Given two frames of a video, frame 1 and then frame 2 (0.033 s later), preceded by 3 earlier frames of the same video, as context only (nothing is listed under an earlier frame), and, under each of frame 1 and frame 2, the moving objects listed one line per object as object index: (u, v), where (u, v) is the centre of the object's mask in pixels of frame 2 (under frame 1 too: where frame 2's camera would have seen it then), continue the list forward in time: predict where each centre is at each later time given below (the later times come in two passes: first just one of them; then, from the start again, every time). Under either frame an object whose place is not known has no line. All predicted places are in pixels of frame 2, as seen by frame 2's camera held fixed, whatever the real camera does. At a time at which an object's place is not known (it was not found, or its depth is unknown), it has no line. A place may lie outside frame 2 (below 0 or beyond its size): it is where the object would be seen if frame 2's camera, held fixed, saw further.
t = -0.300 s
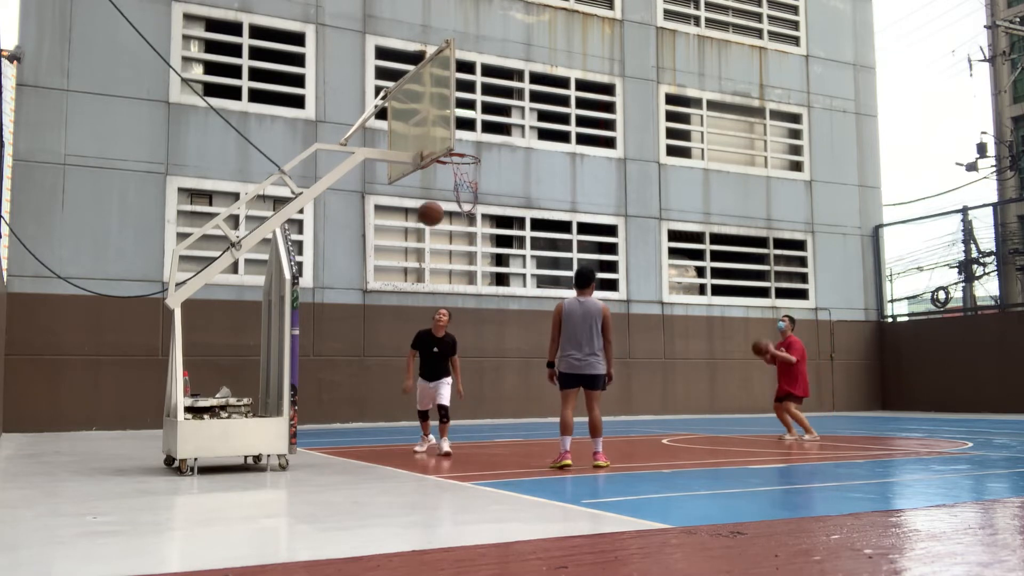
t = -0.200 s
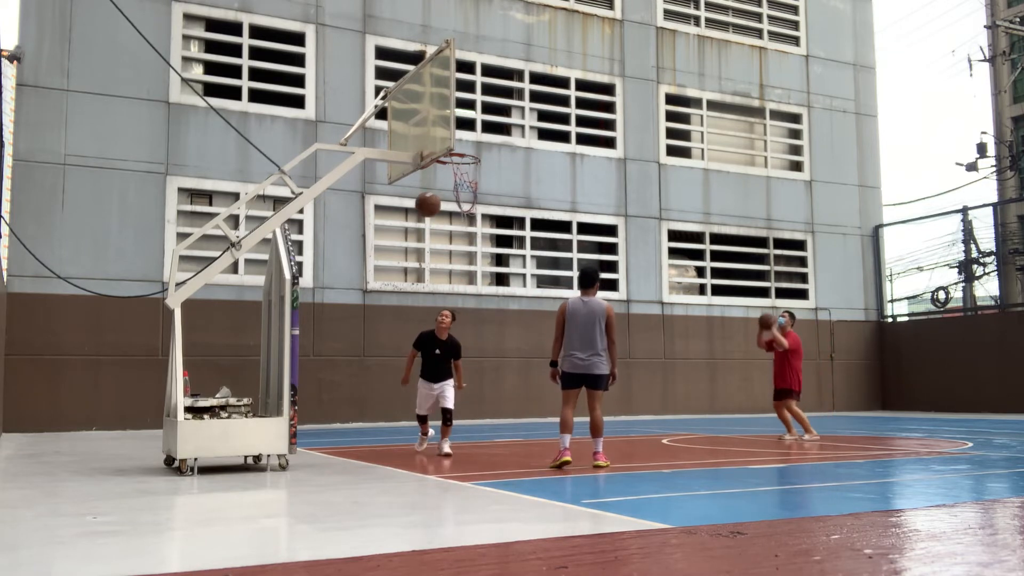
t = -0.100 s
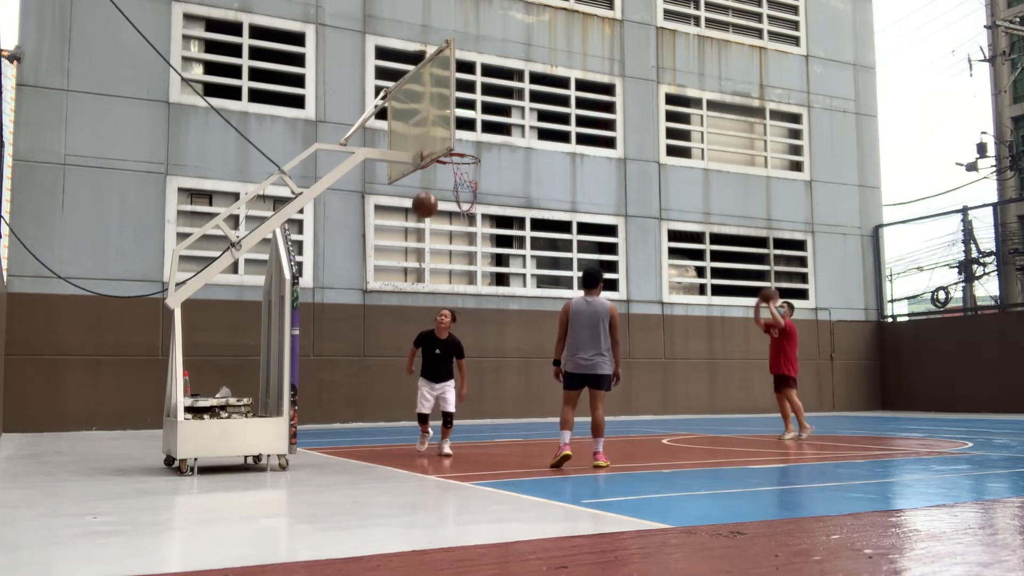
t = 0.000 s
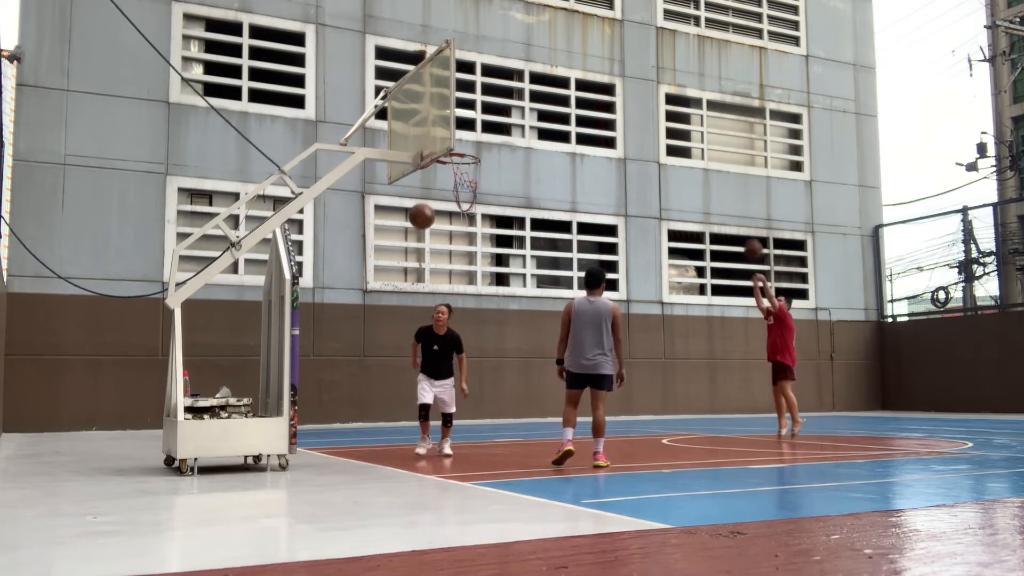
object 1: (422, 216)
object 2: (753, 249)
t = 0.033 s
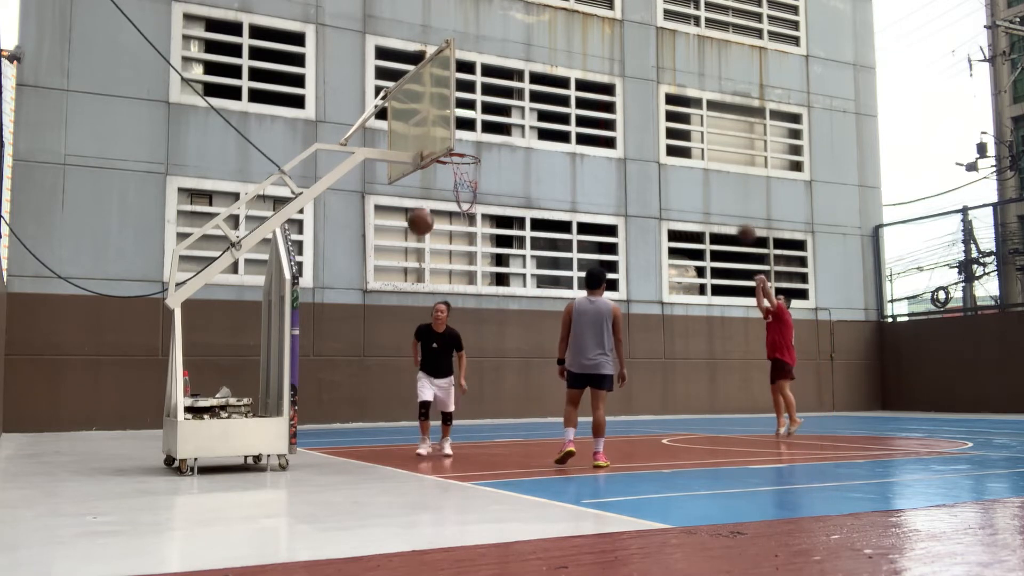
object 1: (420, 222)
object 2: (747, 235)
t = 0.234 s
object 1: (414, 286)
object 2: (703, 153)
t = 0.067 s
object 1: (419, 229)
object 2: (739, 218)
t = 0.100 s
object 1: (418, 238)
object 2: (732, 204)
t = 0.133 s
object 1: (417, 248)
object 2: (725, 190)
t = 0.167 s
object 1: (416, 260)
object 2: (717, 177)
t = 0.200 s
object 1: (415, 272)
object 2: (710, 164)
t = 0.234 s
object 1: (414, 286)
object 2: (703, 153)
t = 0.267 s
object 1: (413, 302)
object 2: (696, 142)
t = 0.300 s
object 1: (412, 319)
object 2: (690, 130)
